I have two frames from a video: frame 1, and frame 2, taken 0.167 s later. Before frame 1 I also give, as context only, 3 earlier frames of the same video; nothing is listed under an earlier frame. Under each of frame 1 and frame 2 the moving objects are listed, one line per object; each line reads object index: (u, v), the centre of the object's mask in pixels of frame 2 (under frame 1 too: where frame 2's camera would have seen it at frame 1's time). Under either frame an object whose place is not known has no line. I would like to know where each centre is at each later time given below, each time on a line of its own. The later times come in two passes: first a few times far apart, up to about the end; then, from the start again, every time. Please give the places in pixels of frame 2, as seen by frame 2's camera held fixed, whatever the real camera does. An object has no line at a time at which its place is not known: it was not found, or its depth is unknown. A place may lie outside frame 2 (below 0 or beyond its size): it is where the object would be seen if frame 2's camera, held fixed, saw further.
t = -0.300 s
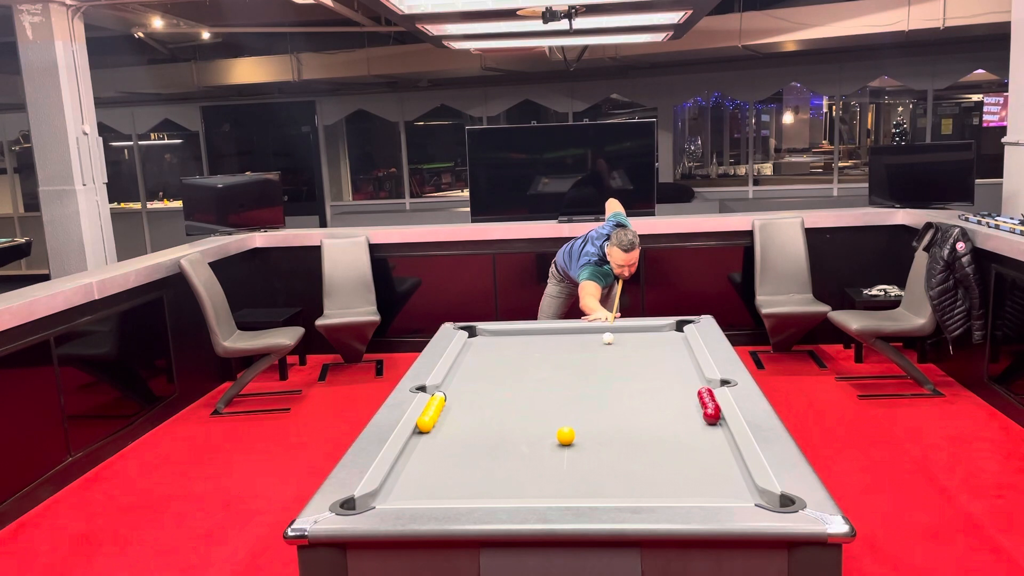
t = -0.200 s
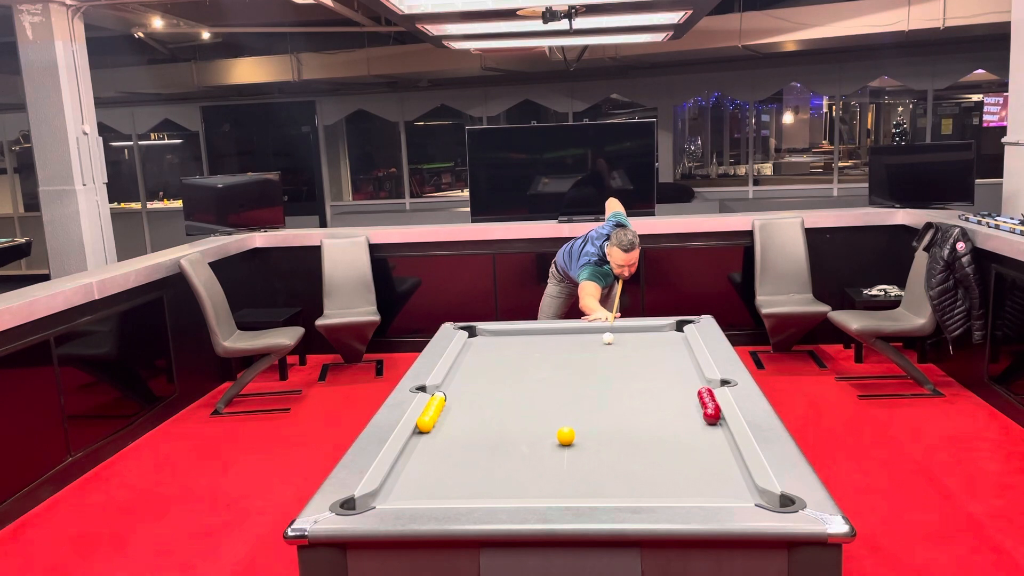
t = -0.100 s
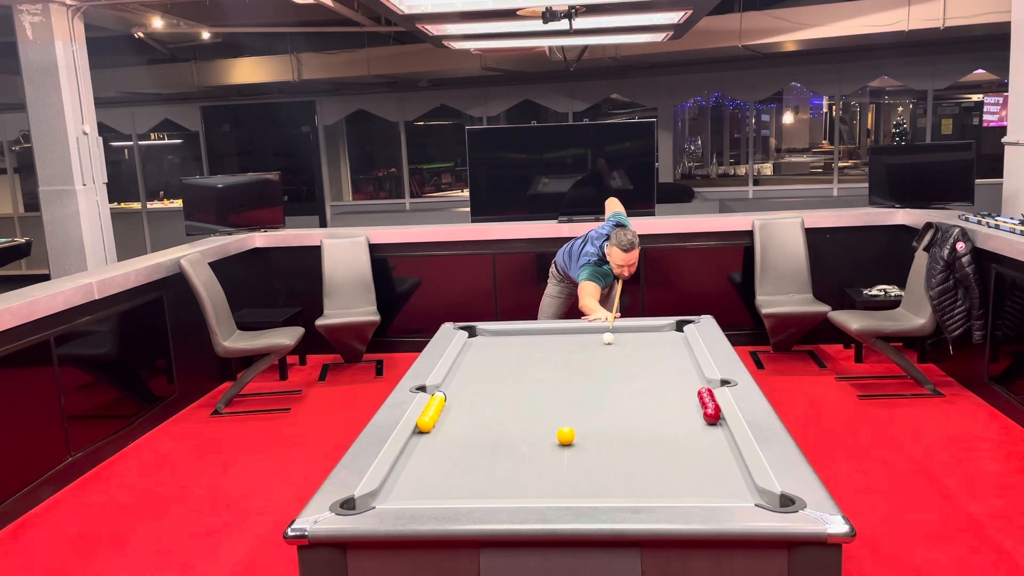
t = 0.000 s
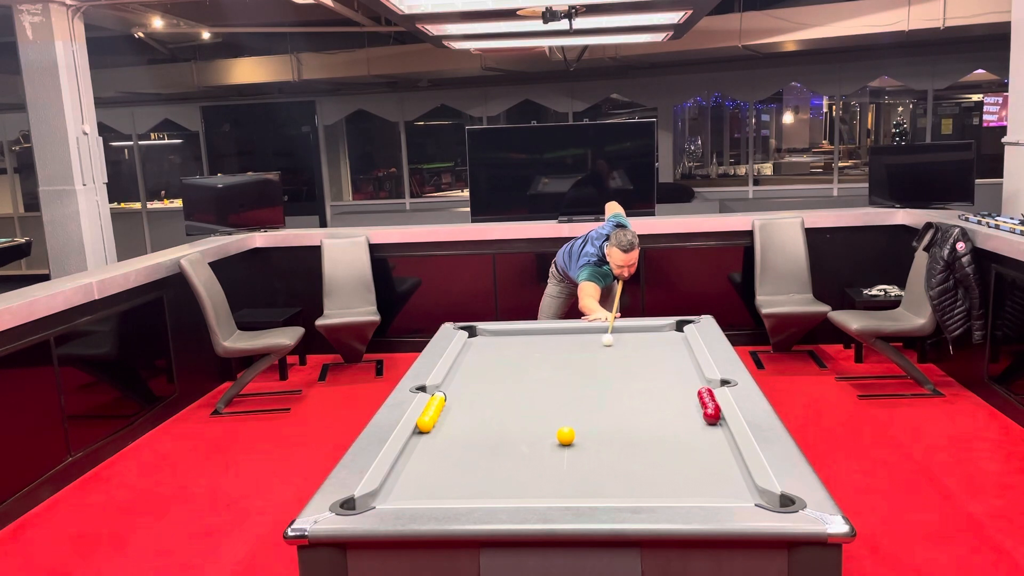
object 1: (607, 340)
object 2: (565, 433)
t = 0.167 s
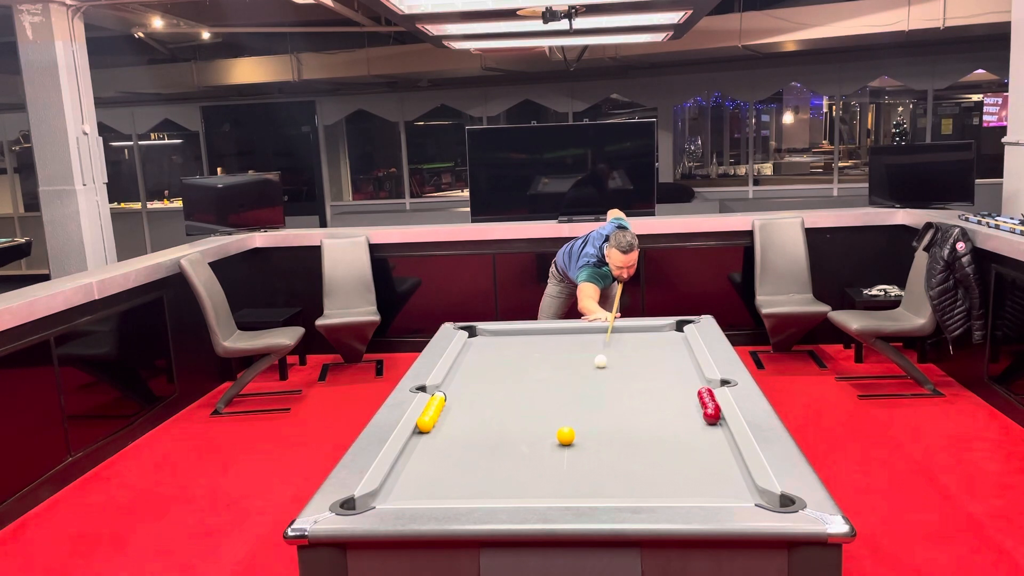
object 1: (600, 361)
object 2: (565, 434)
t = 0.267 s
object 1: (596, 375)
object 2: (565, 434)
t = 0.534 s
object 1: (582, 420)
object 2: (565, 434)
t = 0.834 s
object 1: (641, 462)
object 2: (505, 454)
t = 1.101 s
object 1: (712, 491)
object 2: (442, 476)
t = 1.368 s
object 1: (729, 465)
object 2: (373, 498)
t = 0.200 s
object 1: (599, 366)
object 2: (565, 434)
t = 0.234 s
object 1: (598, 370)
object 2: (565, 434)
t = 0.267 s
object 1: (596, 375)
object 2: (565, 434)
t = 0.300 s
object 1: (595, 380)
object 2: (565, 434)
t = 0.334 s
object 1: (593, 385)
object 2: (565, 434)
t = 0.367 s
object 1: (592, 390)
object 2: (565, 433)
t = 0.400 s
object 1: (590, 396)
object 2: (565, 434)
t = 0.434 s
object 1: (588, 402)
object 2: (565, 434)
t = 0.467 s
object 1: (586, 408)
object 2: (565, 434)
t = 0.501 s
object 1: (584, 414)
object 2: (565, 434)
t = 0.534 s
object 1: (582, 420)
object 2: (565, 434)
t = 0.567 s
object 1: (581, 427)
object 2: (565, 434)
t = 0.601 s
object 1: (581, 433)
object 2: (564, 434)
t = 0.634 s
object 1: (590, 436)
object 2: (554, 437)
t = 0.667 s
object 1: (599, 440)
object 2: (545, 440)
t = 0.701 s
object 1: (608, 444)
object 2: (536, 444)
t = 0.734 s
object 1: (616, 448)
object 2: (527, 446)
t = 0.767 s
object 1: (624, 452)
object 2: (520, 449)
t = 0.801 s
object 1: (633, 457)
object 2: (512, 451)
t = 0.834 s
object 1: (641, 462)
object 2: (505, 454)
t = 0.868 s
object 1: (650, 467)
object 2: (497, 456)
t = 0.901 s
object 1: (659, 472)
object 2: (489, 459)
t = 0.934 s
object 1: (668, 478)
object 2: (482, 462)
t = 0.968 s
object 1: (677, 483)
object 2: (474, 465)
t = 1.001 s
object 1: (688, 488)
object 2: (466, 467)
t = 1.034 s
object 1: (697, 491)
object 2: (458, 470)
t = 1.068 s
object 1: (707, 494)
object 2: (450, 473)
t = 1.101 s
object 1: (712, 491)
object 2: (442, 476)
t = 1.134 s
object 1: (716, 488)
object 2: (434, 479)
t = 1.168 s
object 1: (721, 486)
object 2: (426, 481)
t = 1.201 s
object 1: (725, 482)
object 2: (417, 485)
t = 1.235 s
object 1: (731, 478)
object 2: (409, 487)
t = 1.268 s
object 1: (736, 475)
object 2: (400, 490)
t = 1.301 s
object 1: (739, 471)
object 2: (391, 492)
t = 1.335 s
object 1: (733, 468)
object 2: (382, 495)
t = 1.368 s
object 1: (729, 465)
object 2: (373, 498)
